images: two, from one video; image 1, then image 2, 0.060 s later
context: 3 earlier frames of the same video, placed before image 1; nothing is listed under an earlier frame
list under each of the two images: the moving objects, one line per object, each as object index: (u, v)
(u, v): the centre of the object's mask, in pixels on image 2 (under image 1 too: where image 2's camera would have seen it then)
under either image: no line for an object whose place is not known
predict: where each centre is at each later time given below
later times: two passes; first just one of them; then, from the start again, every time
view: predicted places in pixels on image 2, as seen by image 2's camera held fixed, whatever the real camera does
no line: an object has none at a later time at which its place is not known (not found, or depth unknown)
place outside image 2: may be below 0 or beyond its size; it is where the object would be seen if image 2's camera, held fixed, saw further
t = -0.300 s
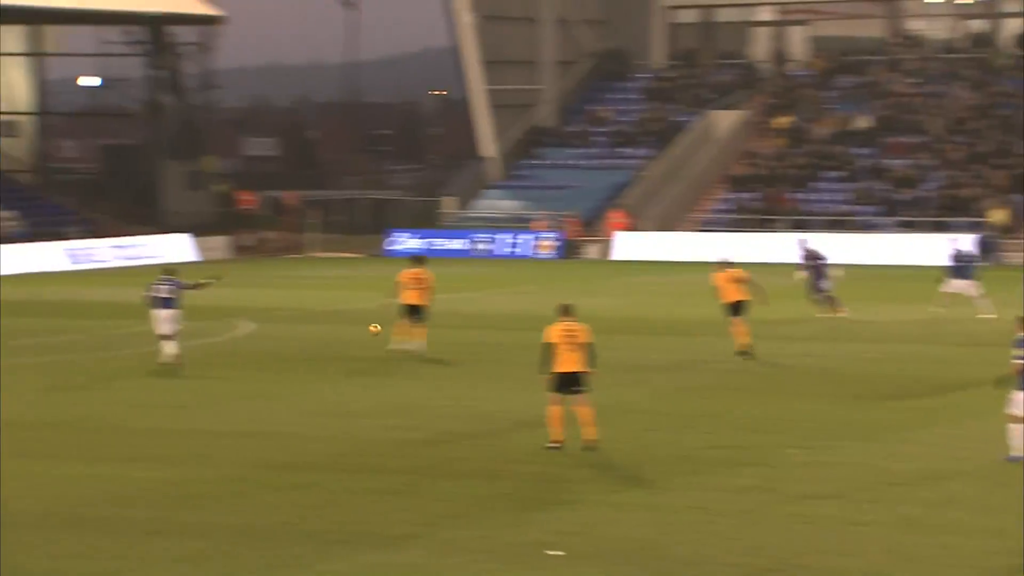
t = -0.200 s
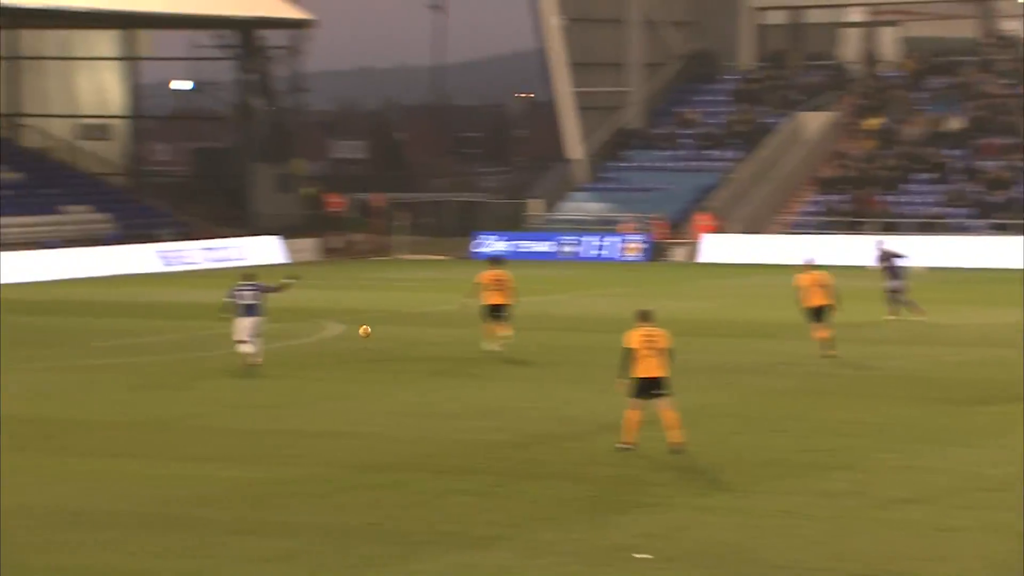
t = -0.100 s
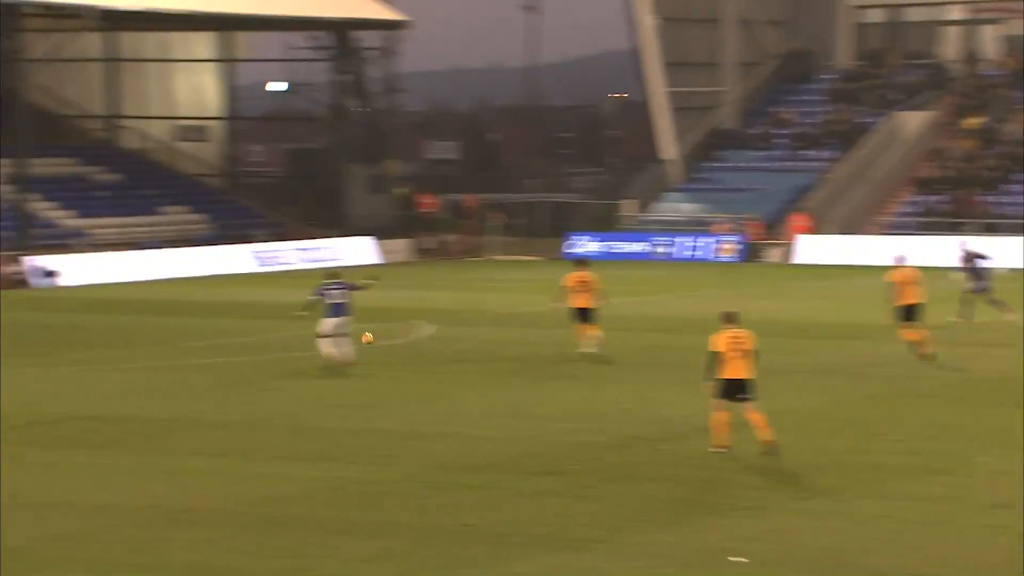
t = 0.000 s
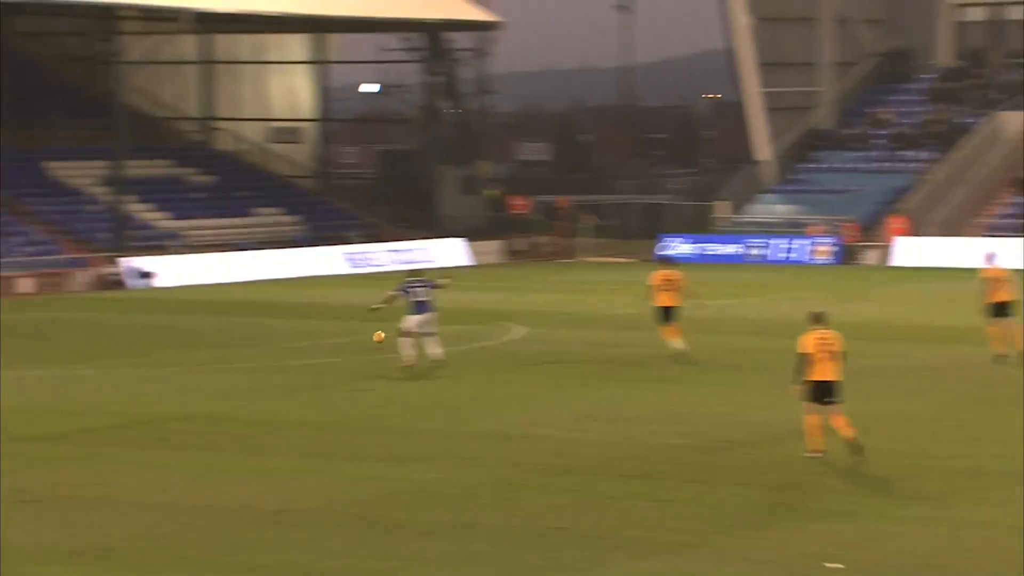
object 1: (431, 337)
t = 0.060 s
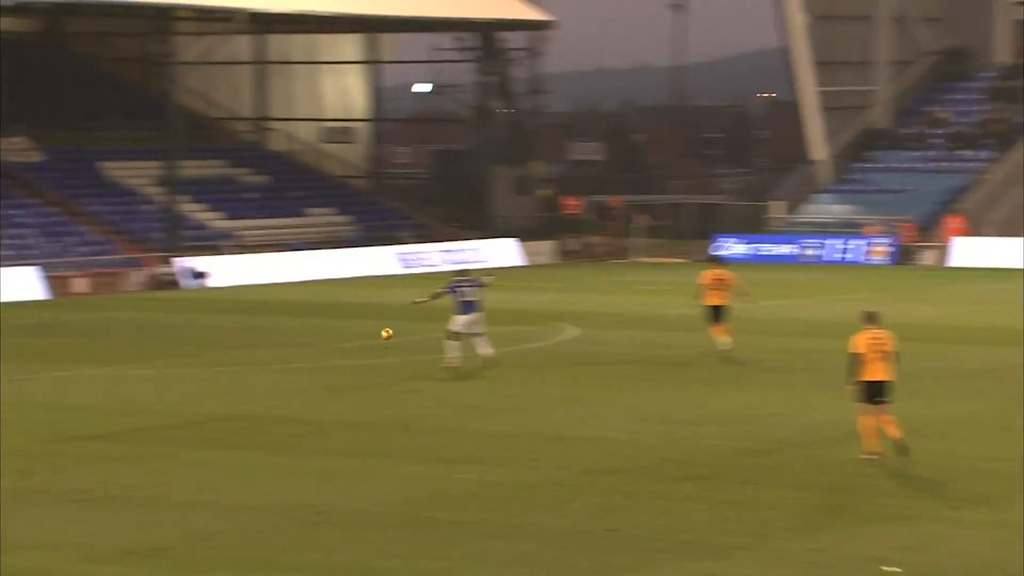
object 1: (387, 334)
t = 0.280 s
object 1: (238, 336)
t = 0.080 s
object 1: (372, 334)
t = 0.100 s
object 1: (358, 334)
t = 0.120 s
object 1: (343, 334)
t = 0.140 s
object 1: (329, 334)
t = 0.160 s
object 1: (316, 334)
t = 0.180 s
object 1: (302, 335)
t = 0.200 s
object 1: (288, 337)
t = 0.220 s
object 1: (275, 338)
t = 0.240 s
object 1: (262, 339)
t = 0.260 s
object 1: (249, 338)
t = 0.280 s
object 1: (238, 336)
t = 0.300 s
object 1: (226, 334)
